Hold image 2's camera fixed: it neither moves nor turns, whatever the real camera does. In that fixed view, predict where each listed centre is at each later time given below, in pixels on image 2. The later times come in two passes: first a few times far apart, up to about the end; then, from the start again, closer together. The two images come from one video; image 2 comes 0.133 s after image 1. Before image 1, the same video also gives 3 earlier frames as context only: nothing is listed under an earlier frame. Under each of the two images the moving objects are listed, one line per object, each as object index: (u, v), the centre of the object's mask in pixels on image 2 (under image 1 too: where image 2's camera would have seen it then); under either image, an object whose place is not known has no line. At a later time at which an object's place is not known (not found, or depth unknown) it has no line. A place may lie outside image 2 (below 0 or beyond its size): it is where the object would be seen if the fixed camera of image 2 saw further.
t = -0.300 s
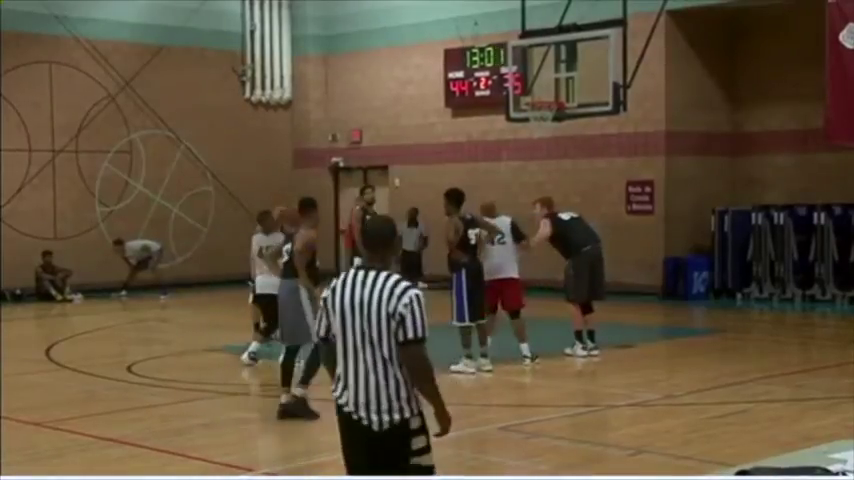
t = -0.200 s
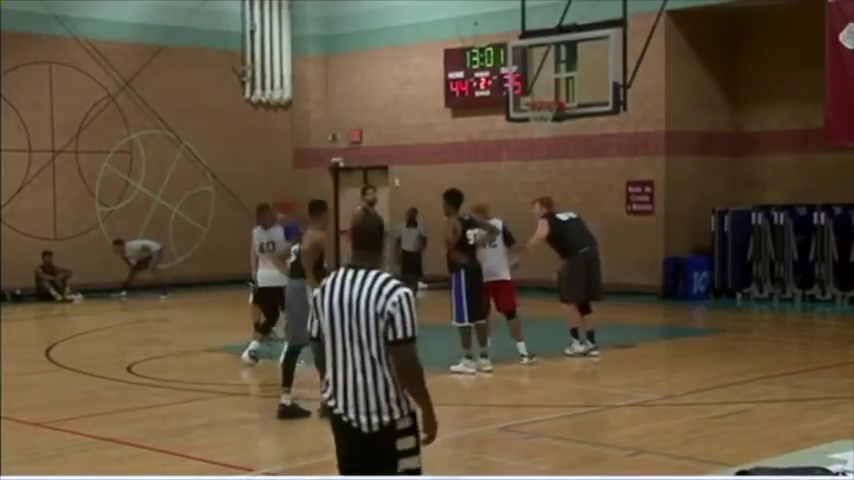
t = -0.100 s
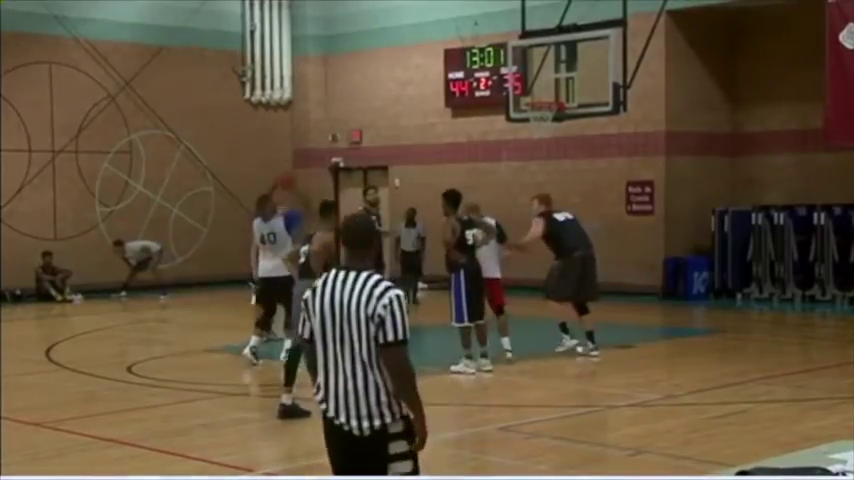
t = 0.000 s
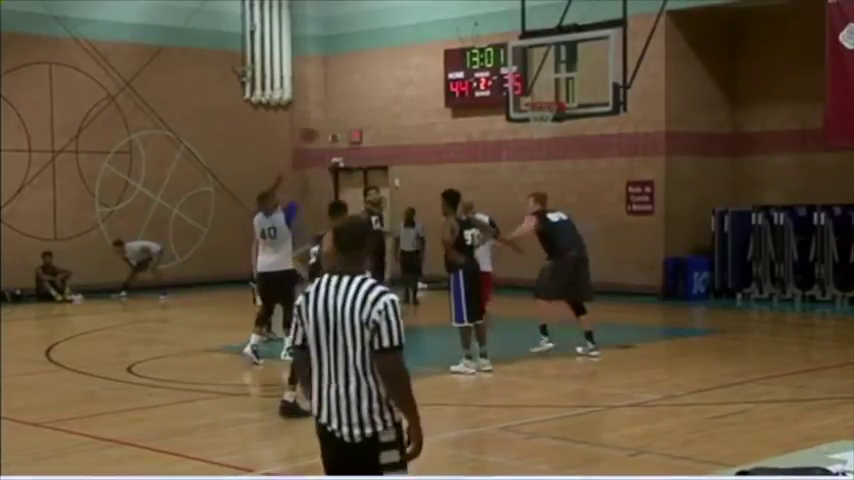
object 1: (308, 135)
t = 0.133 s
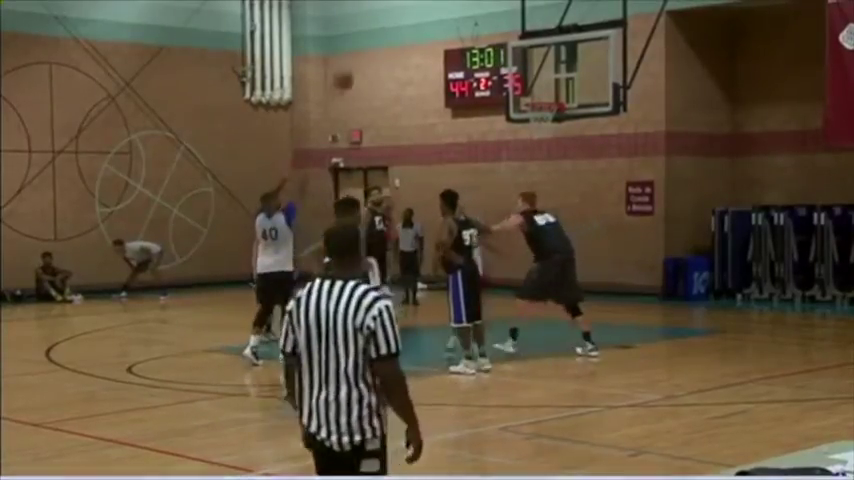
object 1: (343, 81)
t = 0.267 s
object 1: (376, 43)
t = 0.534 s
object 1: (442, 17)
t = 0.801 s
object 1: (503, 45)
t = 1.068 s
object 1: (547, 104)
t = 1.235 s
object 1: (530, 116)
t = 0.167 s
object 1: (351, 69)
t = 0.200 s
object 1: (360, 59)
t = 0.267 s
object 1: (376, 43)
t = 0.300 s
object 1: (385, 37)
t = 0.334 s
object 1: (394, 31)
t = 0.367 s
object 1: (402, 26)
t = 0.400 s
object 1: (410, 23)
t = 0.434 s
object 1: (418, 20)
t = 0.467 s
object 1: (426, 18)
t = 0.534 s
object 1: (442, 17)
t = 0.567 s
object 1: (450, 18)
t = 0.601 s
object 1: (458, 19)
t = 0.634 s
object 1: (466, 22)
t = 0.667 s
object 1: (473, 25)
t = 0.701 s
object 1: (481, 30)
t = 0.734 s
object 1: (488, 35)
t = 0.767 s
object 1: (496, 40)
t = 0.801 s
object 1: (503, 45)
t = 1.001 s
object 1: (543, 98)
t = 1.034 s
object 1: (546, 102)
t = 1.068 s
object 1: (547, 104)
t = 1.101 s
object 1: (546, 107)
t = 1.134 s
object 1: (544, 107)
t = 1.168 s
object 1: (544, 107)
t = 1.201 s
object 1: (544, 107)
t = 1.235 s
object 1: (530, 116)
